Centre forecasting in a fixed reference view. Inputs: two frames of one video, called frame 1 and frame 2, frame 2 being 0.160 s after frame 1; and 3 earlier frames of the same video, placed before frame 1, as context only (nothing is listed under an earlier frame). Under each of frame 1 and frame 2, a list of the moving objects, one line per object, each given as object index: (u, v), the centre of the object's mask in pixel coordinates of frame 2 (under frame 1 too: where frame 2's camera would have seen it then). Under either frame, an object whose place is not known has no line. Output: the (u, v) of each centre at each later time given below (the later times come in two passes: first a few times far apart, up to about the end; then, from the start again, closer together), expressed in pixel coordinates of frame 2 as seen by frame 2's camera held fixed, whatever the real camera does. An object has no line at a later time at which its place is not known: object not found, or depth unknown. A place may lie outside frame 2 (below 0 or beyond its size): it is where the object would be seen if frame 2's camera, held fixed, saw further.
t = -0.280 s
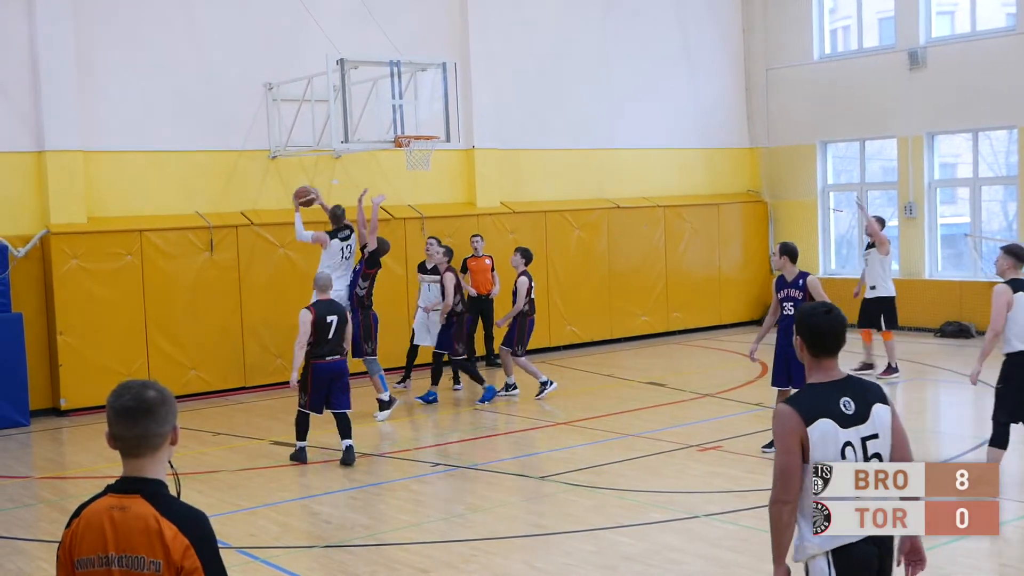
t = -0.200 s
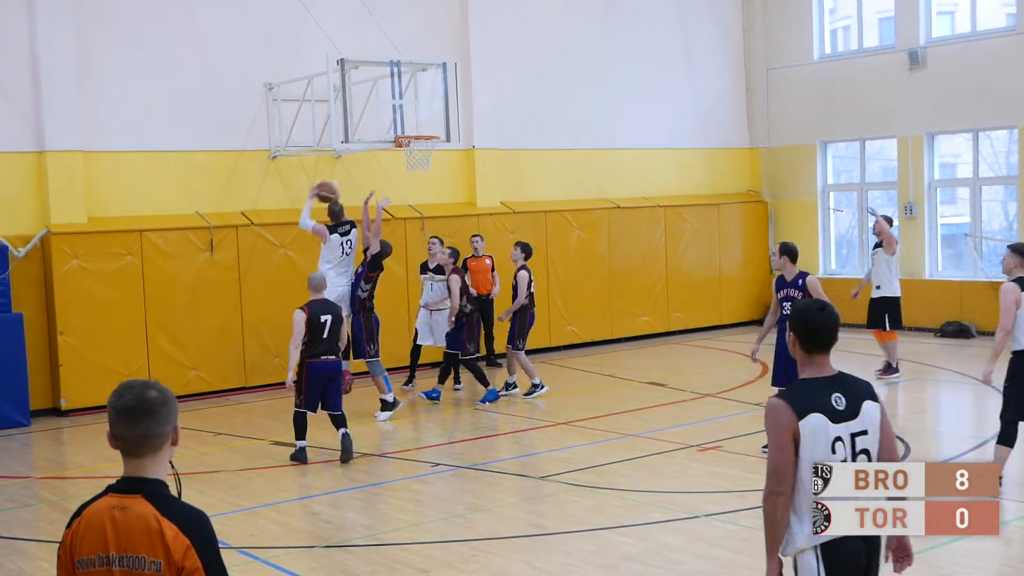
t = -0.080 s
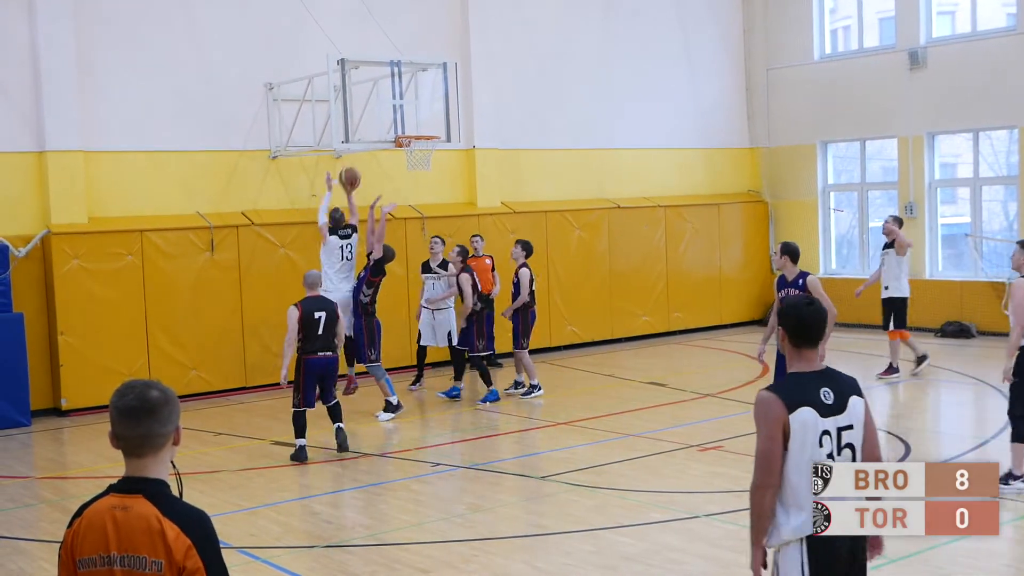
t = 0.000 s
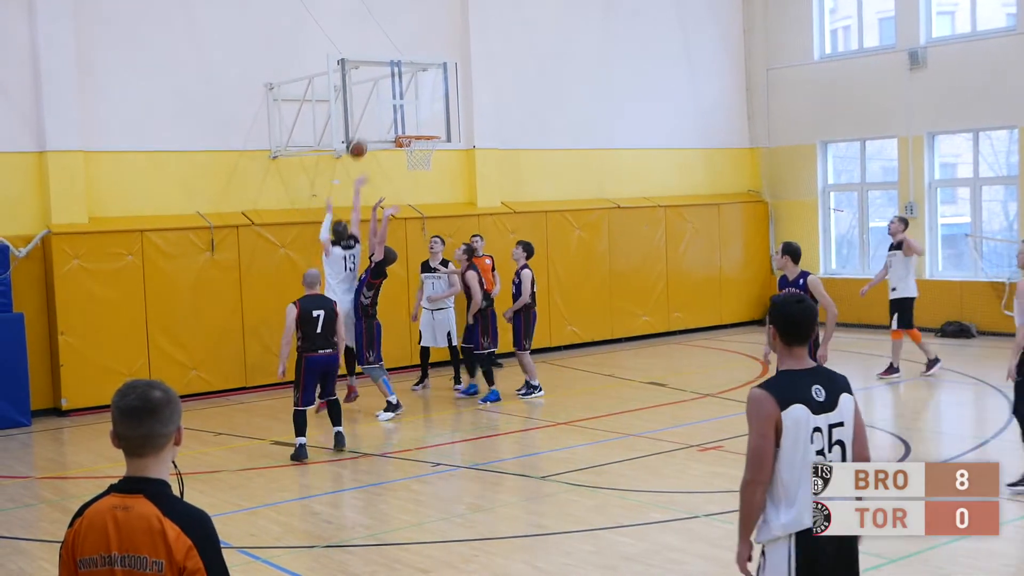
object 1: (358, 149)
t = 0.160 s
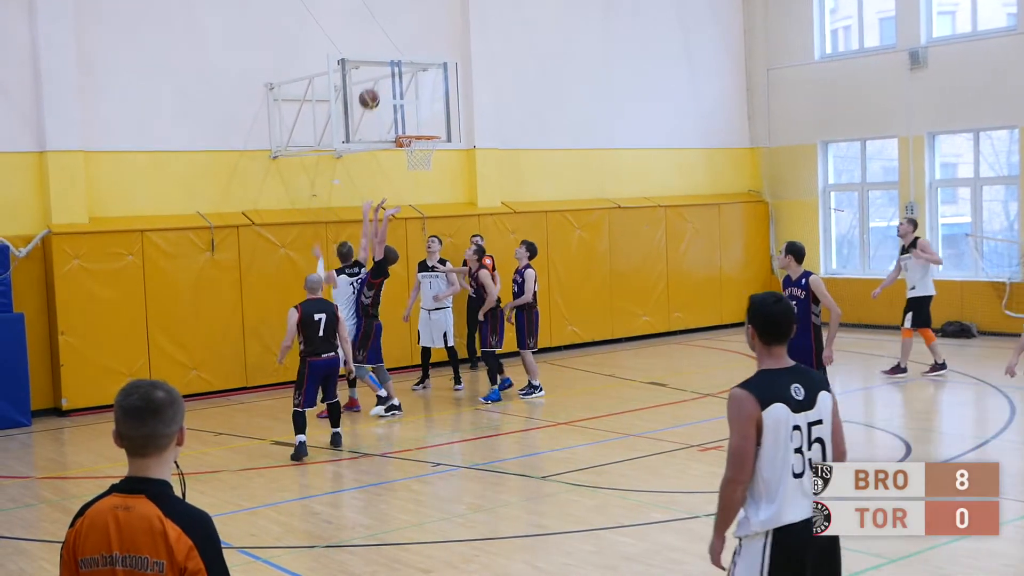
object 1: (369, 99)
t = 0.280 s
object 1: (378, 79)
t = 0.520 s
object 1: (404, 87)
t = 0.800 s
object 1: (423, 137)
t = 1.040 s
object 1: (409, 152)
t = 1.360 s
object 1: (437, 208)
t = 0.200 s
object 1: (372, 90)
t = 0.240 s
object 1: (375, 84)
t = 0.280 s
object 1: (378, 79)
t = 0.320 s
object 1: (381, 75)
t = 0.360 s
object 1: (385, 75)
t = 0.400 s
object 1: (390, 76)
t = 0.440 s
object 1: (394, 78)
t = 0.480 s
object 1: (400, 82)
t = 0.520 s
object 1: (404, 87)
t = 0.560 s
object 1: (409, 93)
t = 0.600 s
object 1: (414, 101)
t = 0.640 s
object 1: (419, 110)
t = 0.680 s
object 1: (424, 121)
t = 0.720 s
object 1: (428, 130)
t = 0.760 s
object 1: (426, 133)
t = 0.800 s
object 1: (423, 137)
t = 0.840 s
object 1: (418, 139)
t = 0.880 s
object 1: (413, 142)
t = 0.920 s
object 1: (409, 148)
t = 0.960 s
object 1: (407, 149)
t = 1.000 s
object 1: (407, 150)
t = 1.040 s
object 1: (409, 152)
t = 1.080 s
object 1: (412, 154)
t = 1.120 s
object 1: (416, 160)
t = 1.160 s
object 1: (420, 165)
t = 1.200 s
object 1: (423, 172)
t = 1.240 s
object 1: (427, 178)
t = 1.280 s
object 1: (430, 187)
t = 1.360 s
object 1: (437, 208)
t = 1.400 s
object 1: (442, 222)
